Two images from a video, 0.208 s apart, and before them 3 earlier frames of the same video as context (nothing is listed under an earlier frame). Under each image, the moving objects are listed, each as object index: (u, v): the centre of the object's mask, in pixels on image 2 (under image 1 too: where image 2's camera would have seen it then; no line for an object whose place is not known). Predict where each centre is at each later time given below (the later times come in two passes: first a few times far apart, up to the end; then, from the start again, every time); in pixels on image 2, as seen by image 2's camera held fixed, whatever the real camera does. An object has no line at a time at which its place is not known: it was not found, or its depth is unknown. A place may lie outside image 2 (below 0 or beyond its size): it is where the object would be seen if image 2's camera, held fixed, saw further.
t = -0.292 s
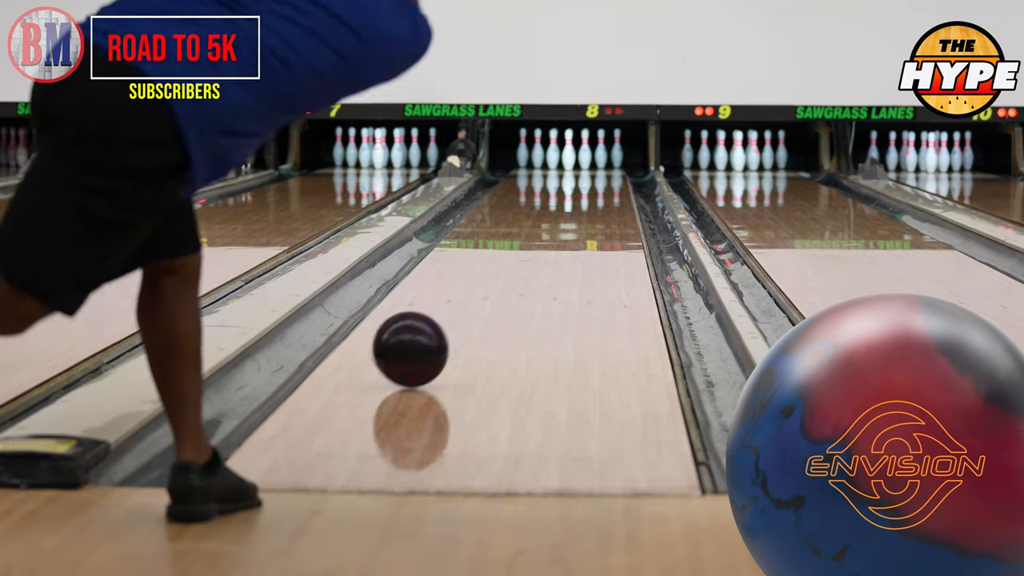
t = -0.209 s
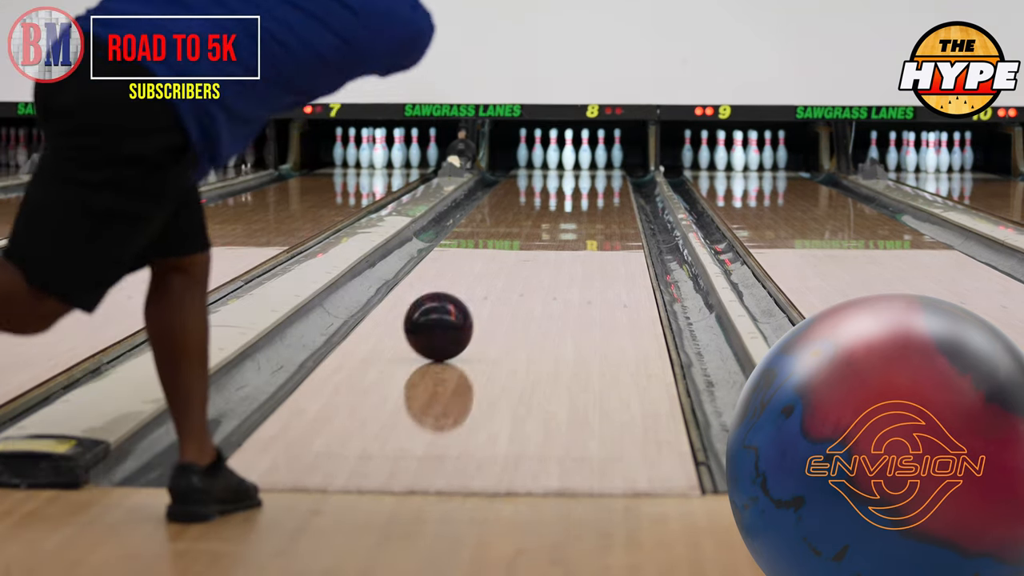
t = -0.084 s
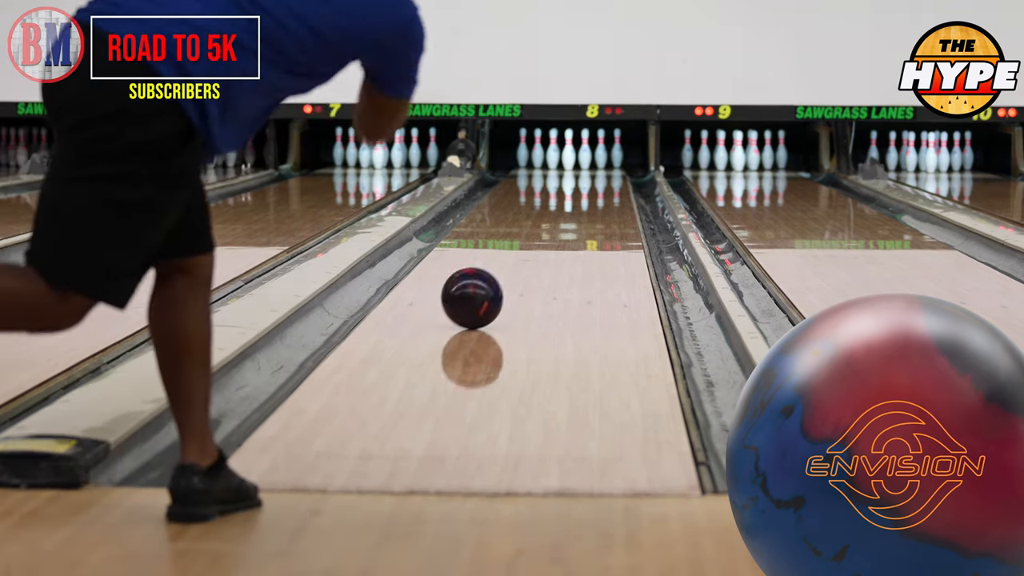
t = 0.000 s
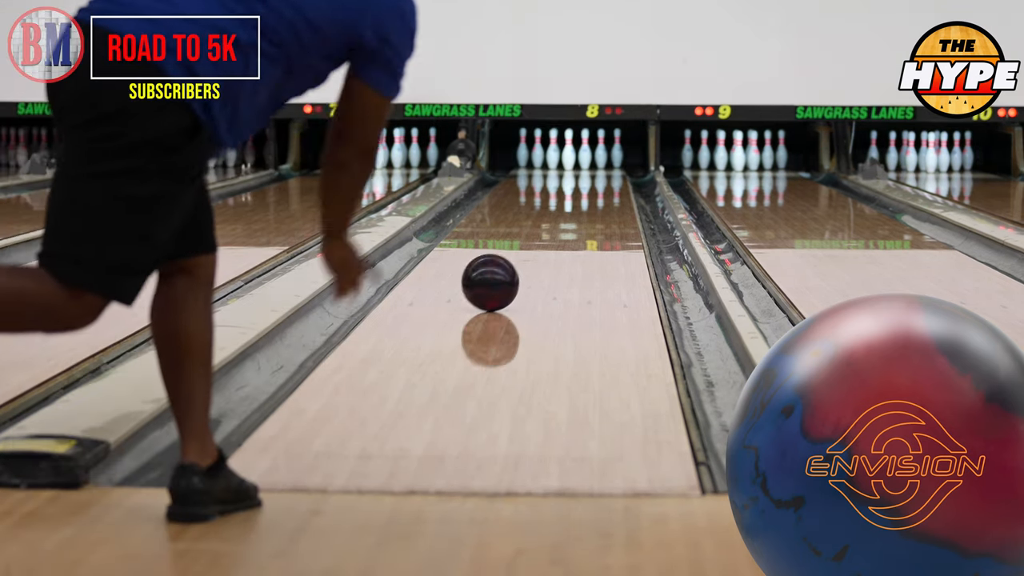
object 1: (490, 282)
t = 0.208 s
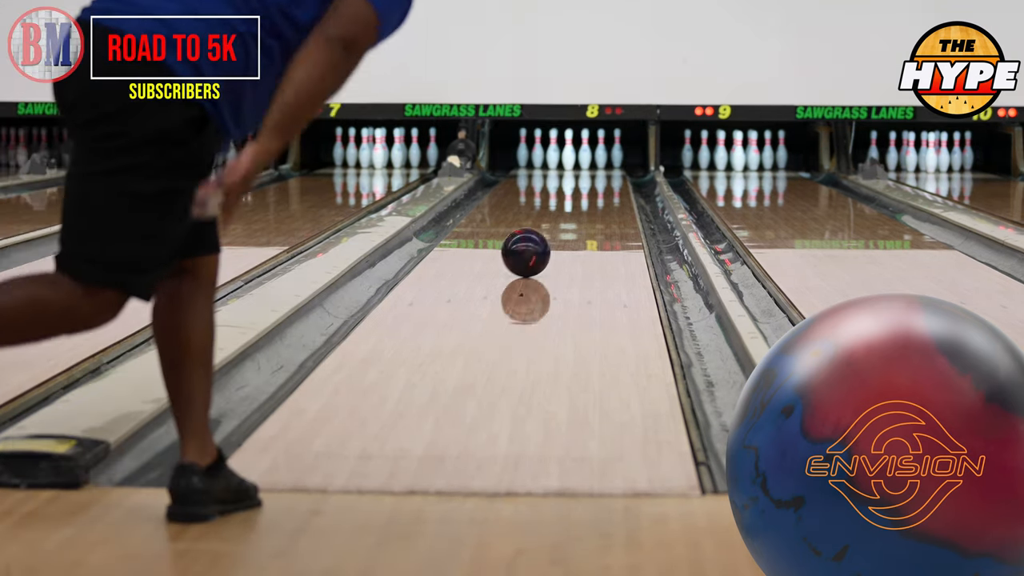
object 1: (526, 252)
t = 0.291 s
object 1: (537, 242)
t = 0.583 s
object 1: (566, 215)
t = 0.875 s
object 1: (586, 196)
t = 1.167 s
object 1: (599, 182)
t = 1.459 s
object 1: (600, 172)
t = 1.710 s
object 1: (590, 164)
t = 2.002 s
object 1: (574, 158)
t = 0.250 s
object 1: (531, 247)
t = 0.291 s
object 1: (537, 242)
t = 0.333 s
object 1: (542, 238)
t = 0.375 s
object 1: (547, 233)
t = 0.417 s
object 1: (551, 229)
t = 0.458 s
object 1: (555, 226)
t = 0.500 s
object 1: (559, 222)
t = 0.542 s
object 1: (563, 218)
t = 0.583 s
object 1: (566, 215)
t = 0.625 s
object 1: (570, 212)
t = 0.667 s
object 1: (573, 209)
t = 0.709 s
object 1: (576, 206)
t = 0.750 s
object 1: (579, 203)
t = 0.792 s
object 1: (581, 201)
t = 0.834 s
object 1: (584, 198)
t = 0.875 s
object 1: (586, 196)
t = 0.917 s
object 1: (588, 194)
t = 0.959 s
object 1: (591, 192)
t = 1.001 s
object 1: (592, 190)
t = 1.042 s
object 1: (594, 188)
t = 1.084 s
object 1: (596, 185)
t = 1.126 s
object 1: (597, 184)
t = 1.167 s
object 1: (599, 182)
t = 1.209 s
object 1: (600, 180)
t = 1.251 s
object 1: (601, 178)
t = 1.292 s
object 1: (601, 177)
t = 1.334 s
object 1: (601, 175)
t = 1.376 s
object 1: (601, 174)
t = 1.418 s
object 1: (601, 172)
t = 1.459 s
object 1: (600, 172)
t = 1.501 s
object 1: (600, 170)
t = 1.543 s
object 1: (598, 169)
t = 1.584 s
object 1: (597, 168)
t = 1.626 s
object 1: (595, 166)
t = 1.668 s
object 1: (593, 165)
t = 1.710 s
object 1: (590, 164)
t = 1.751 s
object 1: (587, 163)
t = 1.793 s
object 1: (584, 163)
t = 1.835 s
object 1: (582, 161)
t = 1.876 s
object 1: (579, 160)
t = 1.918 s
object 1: (575, 159)
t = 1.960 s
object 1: (576, 159)
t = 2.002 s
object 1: (574, 158)
